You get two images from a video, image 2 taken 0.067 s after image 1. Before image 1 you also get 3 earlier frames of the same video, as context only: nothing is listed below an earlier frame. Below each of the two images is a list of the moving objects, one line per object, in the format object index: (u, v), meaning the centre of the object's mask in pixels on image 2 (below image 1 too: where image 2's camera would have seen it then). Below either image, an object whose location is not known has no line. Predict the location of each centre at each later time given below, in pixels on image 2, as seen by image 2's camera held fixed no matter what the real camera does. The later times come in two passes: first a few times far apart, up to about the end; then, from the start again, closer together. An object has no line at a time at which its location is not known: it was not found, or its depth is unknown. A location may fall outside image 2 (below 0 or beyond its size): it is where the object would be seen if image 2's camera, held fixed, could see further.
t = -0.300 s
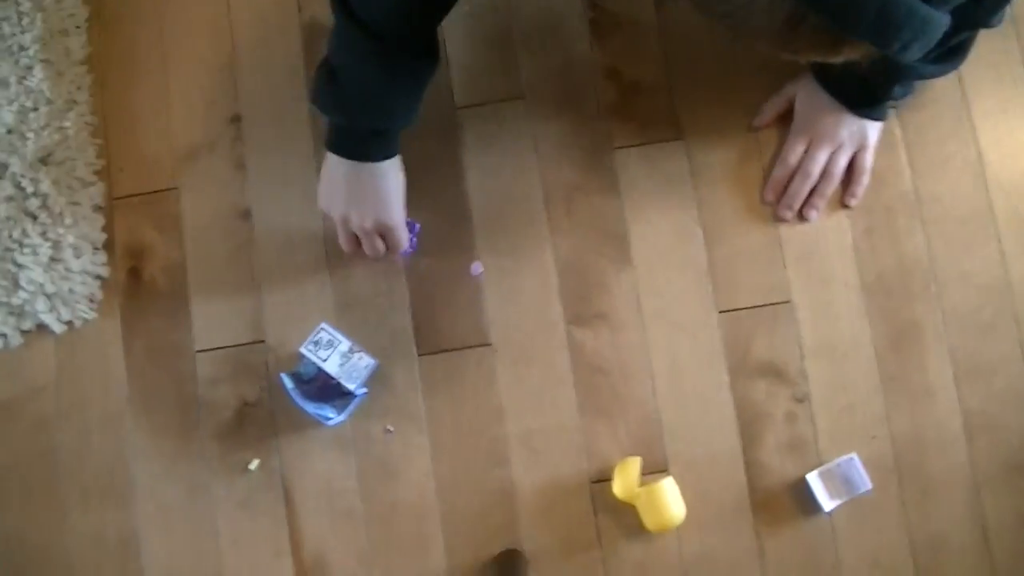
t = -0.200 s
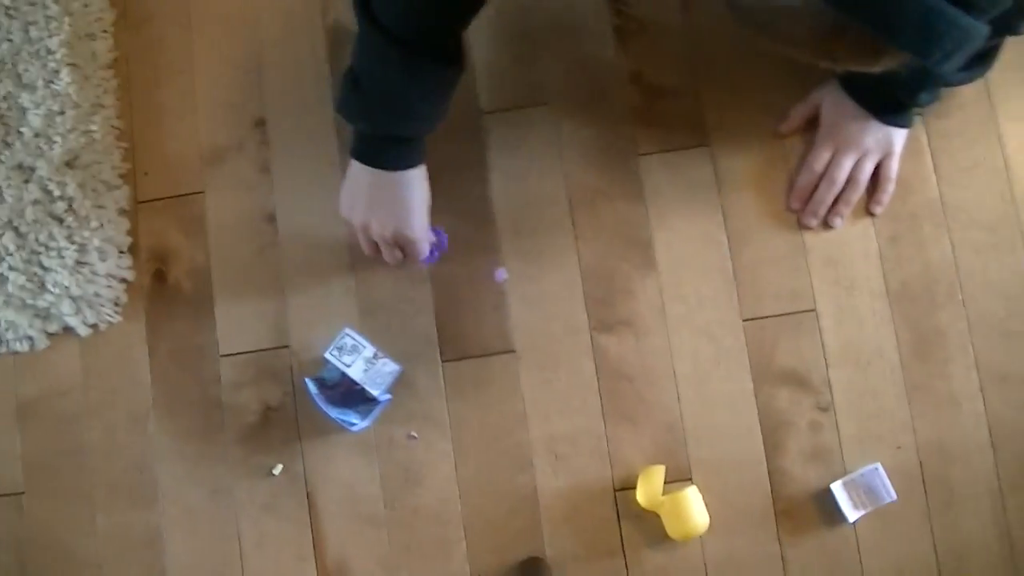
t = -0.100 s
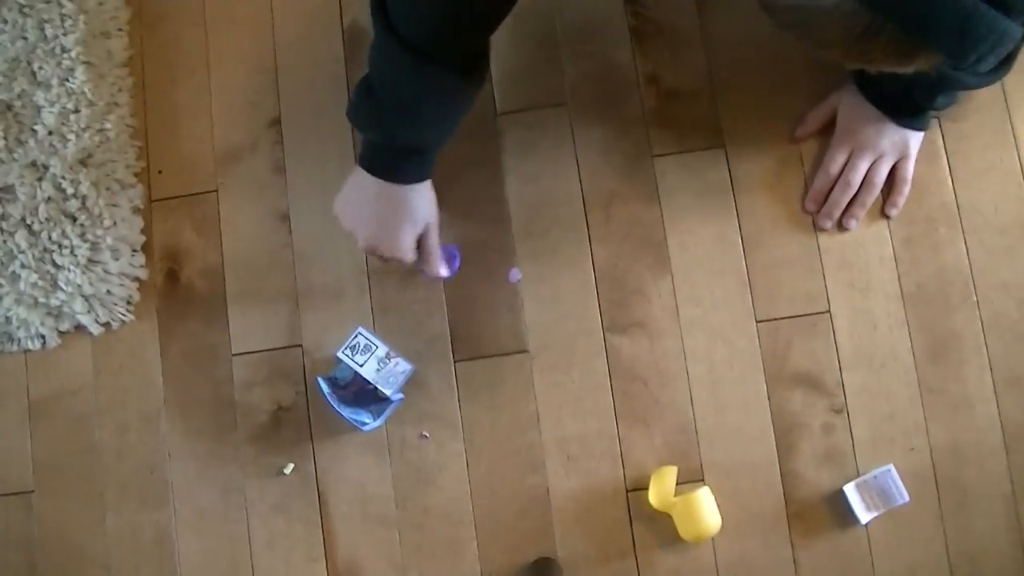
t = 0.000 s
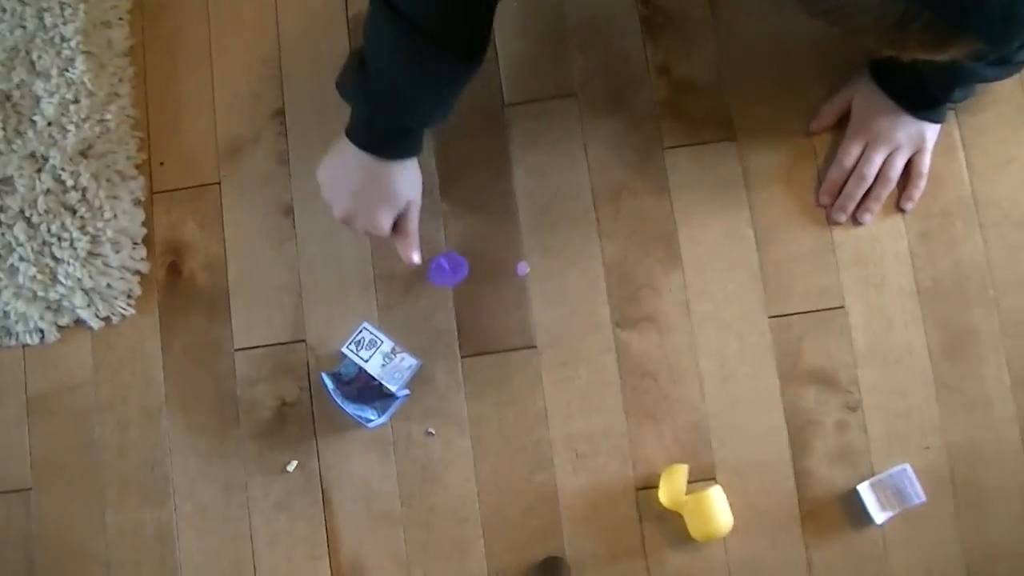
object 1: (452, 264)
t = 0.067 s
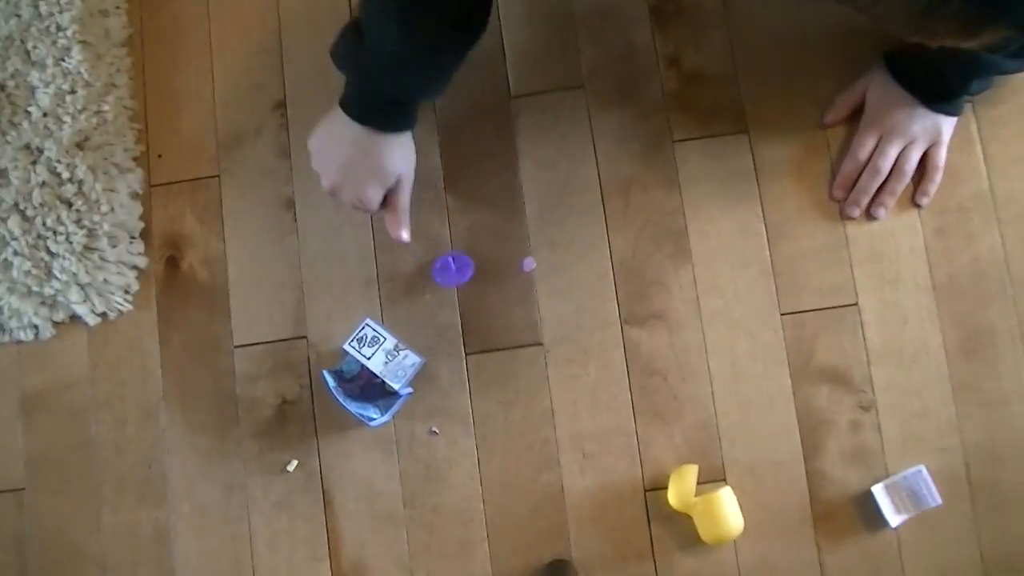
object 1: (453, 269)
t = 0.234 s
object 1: (468, 279)
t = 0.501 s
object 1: (469, 283)
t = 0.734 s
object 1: (468, 276)
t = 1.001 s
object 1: (474, 276)
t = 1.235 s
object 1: (475, 279)
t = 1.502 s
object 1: (473, 281)
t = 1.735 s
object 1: (470, 280)
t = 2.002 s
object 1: (476, 278)
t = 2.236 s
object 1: (478, 281)
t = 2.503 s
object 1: (477, 282)
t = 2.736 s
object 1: (474, 279)
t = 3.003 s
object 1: (475, 279)
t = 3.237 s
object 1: (476, 280)
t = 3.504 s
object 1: (474, 282)
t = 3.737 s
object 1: (473, 279)
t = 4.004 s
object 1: (475, 279)
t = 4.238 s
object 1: (475, 279)
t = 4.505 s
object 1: (474, 279)
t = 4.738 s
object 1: (474, 279)
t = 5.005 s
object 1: (475, 278)
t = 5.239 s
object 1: (474, 279)
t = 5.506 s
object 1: (474, 278)
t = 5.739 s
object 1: (474, 278)
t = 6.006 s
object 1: (474, 278)
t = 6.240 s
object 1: (474, 280)
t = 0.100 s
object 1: (453, 270)
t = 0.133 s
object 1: (456, 271)
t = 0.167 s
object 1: (459, 273)
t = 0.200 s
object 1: (464, 276)
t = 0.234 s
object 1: (468, 279)
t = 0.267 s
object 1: (469, 282)
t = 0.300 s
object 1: (471, 283)
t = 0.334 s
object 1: (472, 283)
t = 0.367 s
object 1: (471, 284)
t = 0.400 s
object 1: (470, 284)
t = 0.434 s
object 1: (470, 284)
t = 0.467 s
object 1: (470, 284)
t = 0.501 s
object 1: (469, 283)
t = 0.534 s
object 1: (468, 281)
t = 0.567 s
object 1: (467, 280)
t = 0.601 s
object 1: (467, 280)
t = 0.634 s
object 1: (468, 280)
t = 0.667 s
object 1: (468, 279)
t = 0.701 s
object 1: (468, 278)
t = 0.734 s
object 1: (468, 276)
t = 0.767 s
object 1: (468, 276)
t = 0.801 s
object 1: (469, 276)
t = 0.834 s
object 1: (471, 276)
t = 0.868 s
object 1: (472, 275)
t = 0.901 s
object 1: (472, 274)
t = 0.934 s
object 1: (472, 275)
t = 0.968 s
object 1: (472, 275)
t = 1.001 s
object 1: (474, 276)
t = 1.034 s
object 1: (475, 275)
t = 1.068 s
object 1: (475, 275)
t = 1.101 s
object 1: (475, 276)
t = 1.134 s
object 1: (475, 278)
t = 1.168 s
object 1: (475, 279)
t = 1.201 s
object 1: (476, 278)
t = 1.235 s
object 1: (475, 279)
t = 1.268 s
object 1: (474, 280)
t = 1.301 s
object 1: (475, 281)
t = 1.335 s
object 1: (475, 281)
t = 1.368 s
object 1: (475, 280)
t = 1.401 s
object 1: (473, 281)
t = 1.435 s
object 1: (472, 281)
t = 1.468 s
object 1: (472, 282)
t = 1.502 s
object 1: (473, 281)
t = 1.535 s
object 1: (471, 280)
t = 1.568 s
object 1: (471, 281)
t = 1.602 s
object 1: (471, 281)
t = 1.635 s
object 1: (471, 281)
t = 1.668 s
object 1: (471, 280)
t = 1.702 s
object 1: (470, 280)
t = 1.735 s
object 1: (470, 280)
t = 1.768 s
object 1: (471, 280)
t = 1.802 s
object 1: (471, 280)
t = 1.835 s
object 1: (470, 279)
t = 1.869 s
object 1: (471, 279)
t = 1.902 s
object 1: (472, 278)
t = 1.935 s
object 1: (472, 277)
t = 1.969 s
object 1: (474, 277)
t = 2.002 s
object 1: (476, 278)
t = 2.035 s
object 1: (477, 277)
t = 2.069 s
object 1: (476, 277)
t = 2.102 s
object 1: (476, 278)
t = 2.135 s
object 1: (477, 278)
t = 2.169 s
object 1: (478, 278)
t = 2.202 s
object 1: (477, 279)
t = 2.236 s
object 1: (478, 281)
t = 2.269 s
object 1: (479, 280)
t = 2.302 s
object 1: (478, 281)
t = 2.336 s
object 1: (477, 282)
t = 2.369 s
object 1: (478, 282)
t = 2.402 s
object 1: (477, 281)
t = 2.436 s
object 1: (476, 282)
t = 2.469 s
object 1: (477, 283)
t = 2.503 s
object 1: (477, 282)
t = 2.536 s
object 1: (475, 282)
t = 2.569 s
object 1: (475, 283)
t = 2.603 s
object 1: (476, 282)
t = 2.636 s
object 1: (474, 281)
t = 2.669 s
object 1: (474, 282)
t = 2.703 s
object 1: (475, 281)
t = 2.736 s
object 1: (474, 279)
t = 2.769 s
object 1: (473, 280)
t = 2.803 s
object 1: (475, 280)
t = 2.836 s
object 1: (474, 279)
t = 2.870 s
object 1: (473, 280)
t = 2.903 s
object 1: (474, 280)
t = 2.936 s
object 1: (473, 279)
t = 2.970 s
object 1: (473, 279)
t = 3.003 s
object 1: (475, 279)
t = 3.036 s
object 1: (476, 279)
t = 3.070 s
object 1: (475, 279)
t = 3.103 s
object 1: (476, 279)
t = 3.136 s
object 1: (476, 279)
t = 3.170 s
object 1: (475, 279)
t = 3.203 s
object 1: (476, 280)
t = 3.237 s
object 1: (476, 280)
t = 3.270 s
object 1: (476, 280)
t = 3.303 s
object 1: (476, 281)
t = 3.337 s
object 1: (476, 281)
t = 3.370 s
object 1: (475, 282)
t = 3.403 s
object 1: (475, 282)
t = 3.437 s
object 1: (475, 282)
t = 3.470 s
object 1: (474, 282)
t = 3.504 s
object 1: (474, 282)
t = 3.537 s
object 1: (474, 281)
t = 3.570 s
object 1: (473, 282)
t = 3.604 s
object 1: (474, 281)
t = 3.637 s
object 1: (473, 279)
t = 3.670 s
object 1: (473, 281)
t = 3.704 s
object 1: (474, 280)
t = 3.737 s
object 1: (473, 279)
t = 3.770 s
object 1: (473, 280)
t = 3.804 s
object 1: (473, 279)
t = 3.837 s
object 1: (472, 279)
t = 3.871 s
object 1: (474, 279)
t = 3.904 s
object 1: (474, 278)
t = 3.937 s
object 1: (474, 279)
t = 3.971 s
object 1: (475, 279)
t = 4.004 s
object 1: (475, 279)
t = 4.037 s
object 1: (475, 280)
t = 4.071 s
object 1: (475, 279)
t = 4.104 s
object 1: (475, 279)
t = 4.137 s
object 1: (475, 279)
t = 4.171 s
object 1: (475, 279)
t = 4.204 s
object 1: (475, 280)
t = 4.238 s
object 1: (475, 279)
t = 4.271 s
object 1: (475, 280)
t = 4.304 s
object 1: (474, 280)
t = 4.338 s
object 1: (475, 279)
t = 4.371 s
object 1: (473, 280)
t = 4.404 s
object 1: (474, 280)
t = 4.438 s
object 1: (474, 279)
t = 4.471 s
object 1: (472, 279)
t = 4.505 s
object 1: (474, 279)
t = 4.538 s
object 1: (473, 278)
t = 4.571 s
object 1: (473, 280)
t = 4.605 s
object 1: (474, 278)
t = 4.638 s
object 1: (473, 279)
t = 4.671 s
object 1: (474, 279)
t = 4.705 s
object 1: (473, 278)
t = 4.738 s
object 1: (474, 279)
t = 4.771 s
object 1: (474, 277)
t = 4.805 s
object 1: (474, 278)
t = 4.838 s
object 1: (475, 278)
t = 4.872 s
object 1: (474, 278)
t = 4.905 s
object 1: (474, 278)
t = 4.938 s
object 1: (474, 278)
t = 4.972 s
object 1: (474, 278)
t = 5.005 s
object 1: (475, 278)
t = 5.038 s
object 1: (474, 278)
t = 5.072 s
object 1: (474, 279)
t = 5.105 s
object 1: (474, 278)
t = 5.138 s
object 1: (474, 278)
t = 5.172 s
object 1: (475, 278)
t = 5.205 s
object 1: (474, 278)
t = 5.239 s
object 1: (474, 279)
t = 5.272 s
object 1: (474, 278)
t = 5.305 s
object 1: (474, 279)
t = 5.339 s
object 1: (475, 278)
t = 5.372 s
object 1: (474, 278)
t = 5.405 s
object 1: (474, 279)
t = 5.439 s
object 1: (474, 278)
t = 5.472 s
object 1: (473, 279)
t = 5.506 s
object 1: (474, 278)
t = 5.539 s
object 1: (473, 278)
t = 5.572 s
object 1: (474, 278)
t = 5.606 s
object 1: (474, 278)
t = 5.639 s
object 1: (474, 278)
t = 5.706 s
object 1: (473, 278)
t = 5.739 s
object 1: (474, 278)
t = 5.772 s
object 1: (473, 278)
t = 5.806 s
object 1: (474, 278)
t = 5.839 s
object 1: (474, 278)
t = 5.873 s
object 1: (474, 278)
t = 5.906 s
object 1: (474, 278)
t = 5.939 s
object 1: (474, 279)
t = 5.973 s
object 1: (474, 278)
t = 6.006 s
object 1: (474, 278)
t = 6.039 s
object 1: (475, 278)
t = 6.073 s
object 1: (474, 278)
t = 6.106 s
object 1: (475, 280)
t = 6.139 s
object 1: (474, 278)
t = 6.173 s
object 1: (475, 279)
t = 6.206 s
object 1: (474, 278)
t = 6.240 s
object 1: (474, 280)
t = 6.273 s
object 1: (475, 278)
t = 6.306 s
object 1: (474, 280)
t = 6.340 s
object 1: (475, 279)
